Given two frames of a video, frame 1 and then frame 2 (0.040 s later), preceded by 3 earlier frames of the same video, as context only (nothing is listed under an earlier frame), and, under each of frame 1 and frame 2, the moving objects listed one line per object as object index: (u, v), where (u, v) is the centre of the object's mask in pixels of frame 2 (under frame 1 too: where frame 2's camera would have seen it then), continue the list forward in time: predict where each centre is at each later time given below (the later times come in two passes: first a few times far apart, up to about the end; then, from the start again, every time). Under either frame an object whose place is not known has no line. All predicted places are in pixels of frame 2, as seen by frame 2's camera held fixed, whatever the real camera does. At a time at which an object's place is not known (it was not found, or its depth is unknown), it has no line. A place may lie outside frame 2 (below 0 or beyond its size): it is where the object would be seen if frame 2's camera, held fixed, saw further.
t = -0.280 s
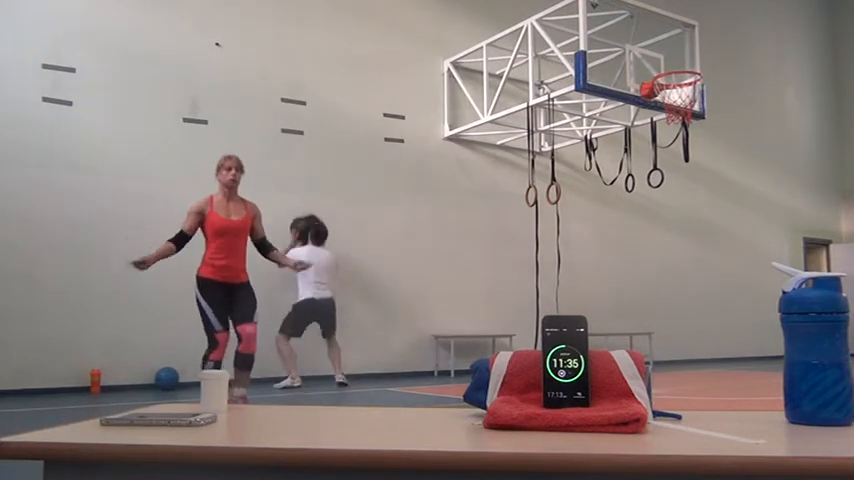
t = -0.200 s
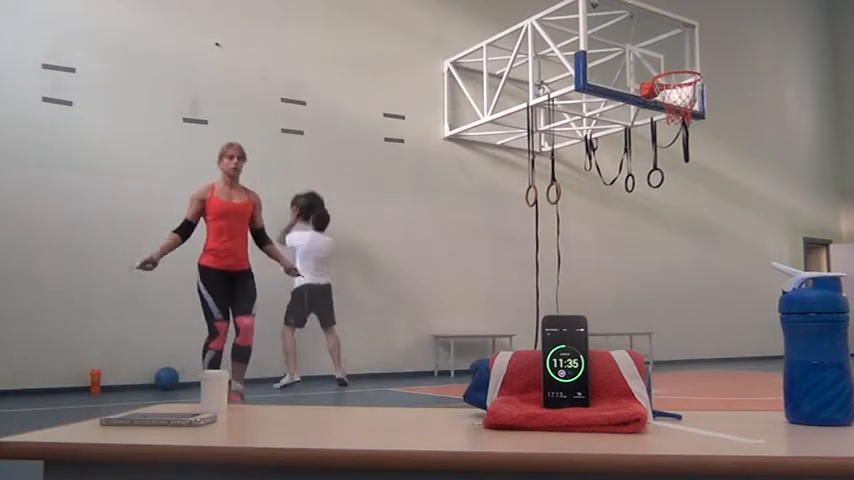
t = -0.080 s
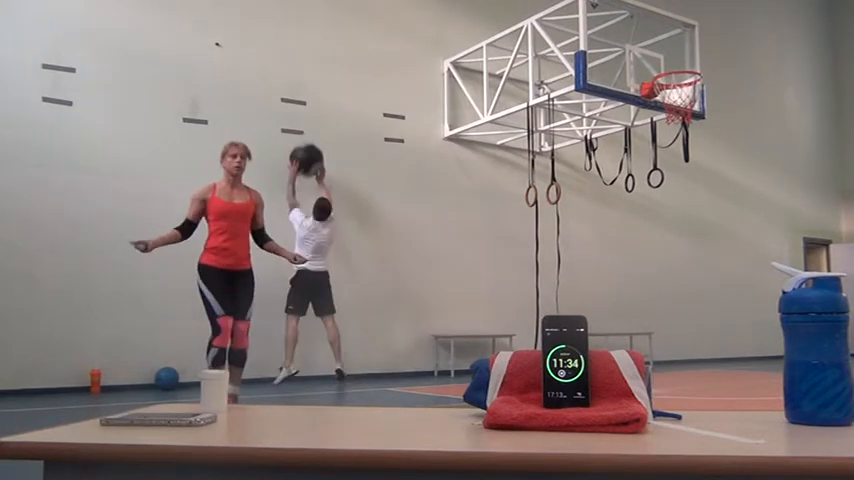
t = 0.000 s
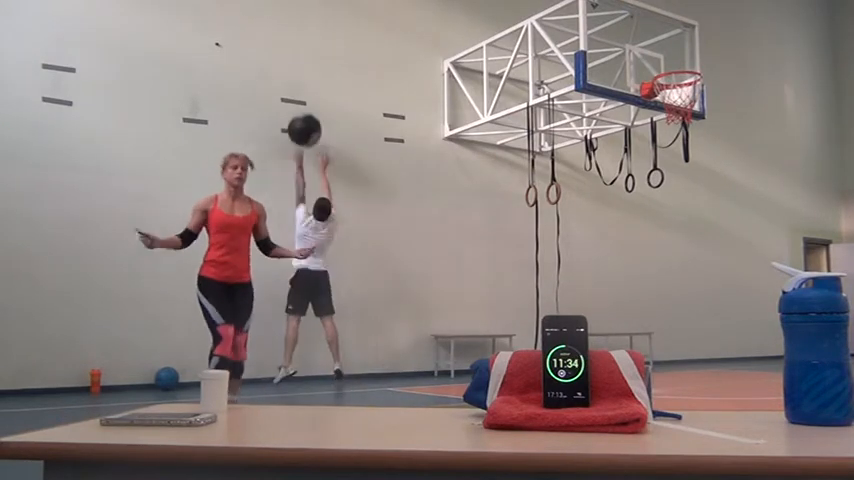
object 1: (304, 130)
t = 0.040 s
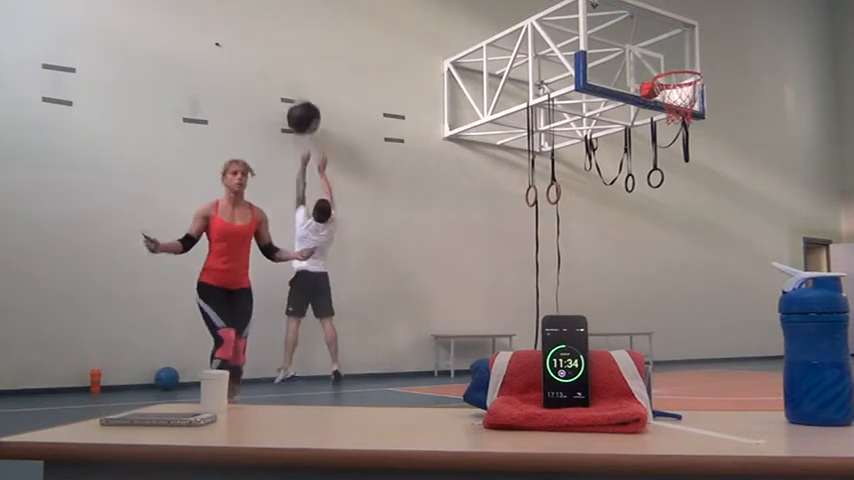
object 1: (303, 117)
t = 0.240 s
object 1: (299, 77)
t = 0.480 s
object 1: (298, 72)
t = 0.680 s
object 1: (297, 105)
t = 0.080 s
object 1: (302, 106)
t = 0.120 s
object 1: (302, 97)
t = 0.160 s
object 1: (301, 89)
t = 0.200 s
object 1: (300, 82)
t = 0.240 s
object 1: (299, 77)
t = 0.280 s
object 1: (298, 73)
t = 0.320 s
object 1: (298, 71)
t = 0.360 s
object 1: (298, 69)
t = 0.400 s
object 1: (298, 69)
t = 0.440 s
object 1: (298, 70)
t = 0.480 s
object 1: (298, 72)
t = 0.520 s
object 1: (297, 76)
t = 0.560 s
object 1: (297, 81)
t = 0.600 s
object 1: (297, 88)
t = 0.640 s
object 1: (297, 96)
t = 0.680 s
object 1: (297, 105)
